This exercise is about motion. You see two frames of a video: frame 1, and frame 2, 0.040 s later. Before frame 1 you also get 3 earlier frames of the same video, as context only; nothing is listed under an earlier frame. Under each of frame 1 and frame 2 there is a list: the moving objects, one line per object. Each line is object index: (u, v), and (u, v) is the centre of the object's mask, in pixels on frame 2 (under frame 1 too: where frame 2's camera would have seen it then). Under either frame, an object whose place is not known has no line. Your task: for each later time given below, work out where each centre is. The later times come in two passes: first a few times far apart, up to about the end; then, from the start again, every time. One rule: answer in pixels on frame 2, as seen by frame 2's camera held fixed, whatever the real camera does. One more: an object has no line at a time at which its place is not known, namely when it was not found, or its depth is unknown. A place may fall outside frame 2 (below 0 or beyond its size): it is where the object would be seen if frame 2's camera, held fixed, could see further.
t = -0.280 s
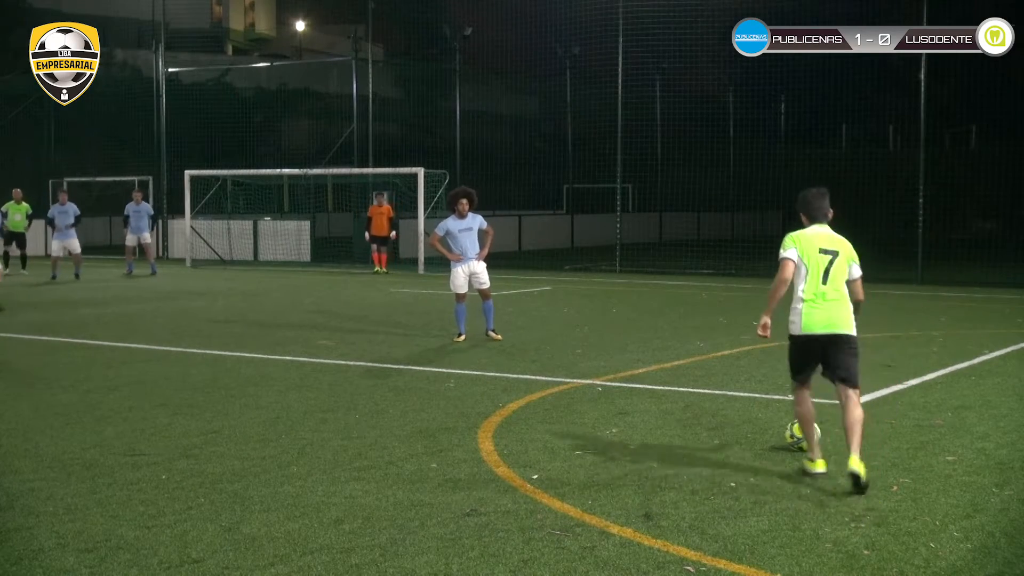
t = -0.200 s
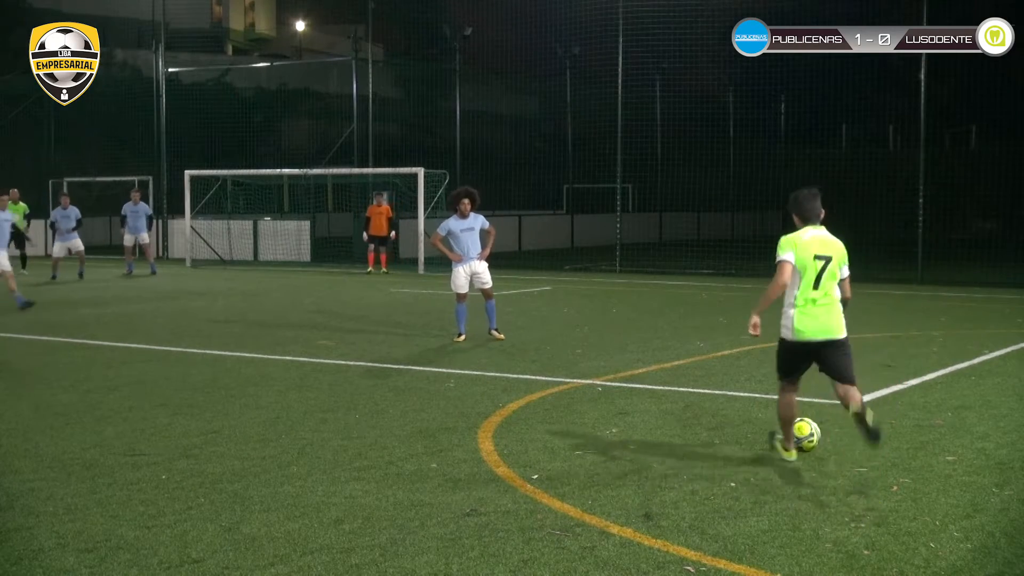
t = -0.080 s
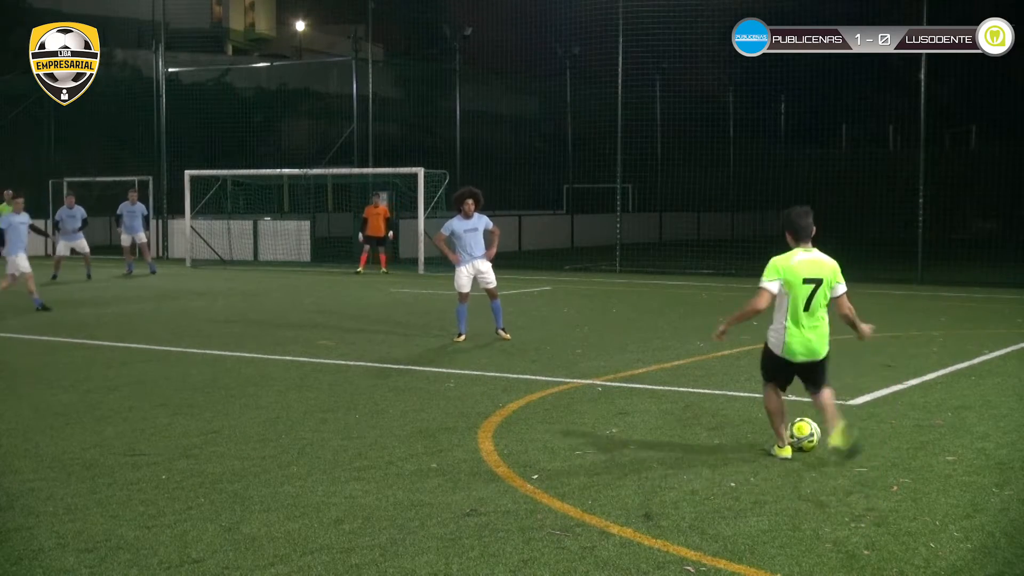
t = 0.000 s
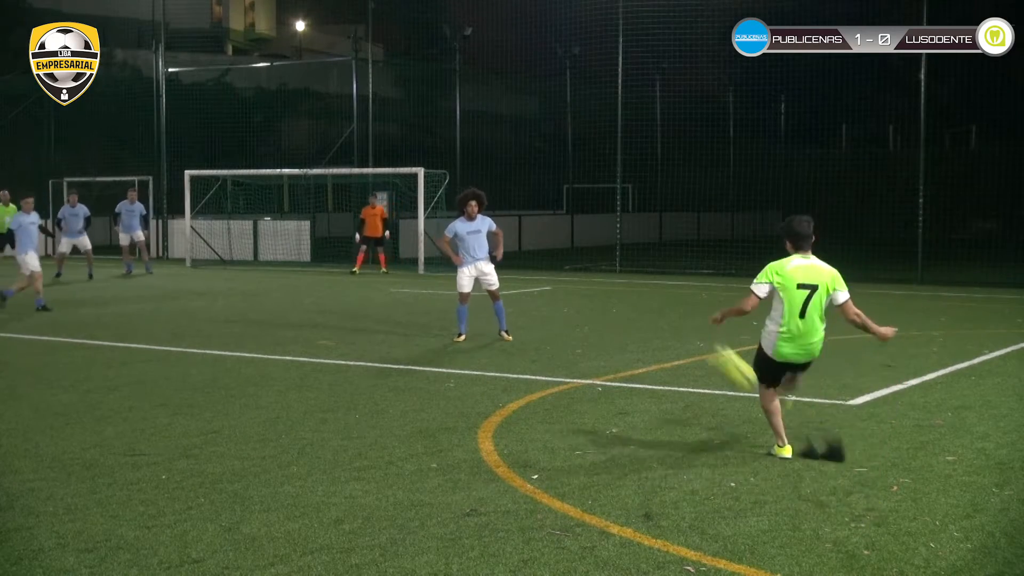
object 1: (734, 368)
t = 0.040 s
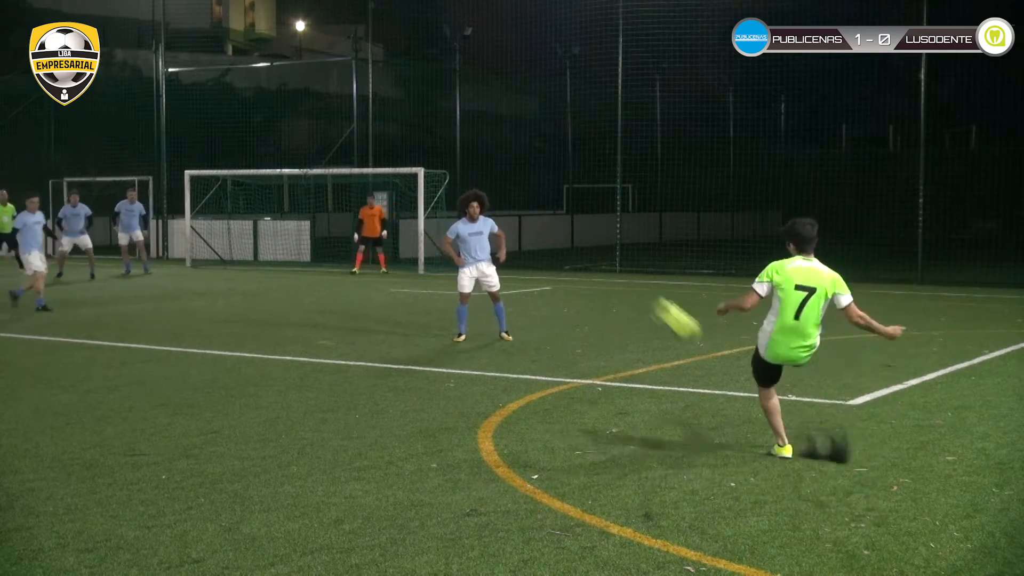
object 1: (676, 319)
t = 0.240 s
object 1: (455, 167)
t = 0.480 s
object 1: (277, 96)
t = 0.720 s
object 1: (149, 92)
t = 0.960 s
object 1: (46, 125)
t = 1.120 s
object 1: (-15, 163)
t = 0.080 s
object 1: (624, 278)
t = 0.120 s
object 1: (575, 244)
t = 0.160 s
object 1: (532, 213)
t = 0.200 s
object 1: (492, 187)
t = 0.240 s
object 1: (455, 167)
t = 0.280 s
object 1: (420, 148)
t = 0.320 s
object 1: (389, 133)
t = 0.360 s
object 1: (358, 121)
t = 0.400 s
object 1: (330, 110)
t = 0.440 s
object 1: (303, 102)
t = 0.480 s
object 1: (277, 96)
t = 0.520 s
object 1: (254, 92)
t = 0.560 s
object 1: (231, 89)
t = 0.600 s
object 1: (210, 88)
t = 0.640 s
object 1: (188, 88)
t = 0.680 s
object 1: (169, 90)
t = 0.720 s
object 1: (149, 92)
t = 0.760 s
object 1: (131, 96)
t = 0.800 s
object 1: (113, 100)
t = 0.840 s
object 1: (95, 105)
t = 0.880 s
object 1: (78, 111)
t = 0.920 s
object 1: (62, 118)
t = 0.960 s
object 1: (46, 125)
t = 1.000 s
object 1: (30, 133)
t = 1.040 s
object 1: (15, 142)
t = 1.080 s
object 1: (0, 152)
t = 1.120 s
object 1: (-15, 163)
